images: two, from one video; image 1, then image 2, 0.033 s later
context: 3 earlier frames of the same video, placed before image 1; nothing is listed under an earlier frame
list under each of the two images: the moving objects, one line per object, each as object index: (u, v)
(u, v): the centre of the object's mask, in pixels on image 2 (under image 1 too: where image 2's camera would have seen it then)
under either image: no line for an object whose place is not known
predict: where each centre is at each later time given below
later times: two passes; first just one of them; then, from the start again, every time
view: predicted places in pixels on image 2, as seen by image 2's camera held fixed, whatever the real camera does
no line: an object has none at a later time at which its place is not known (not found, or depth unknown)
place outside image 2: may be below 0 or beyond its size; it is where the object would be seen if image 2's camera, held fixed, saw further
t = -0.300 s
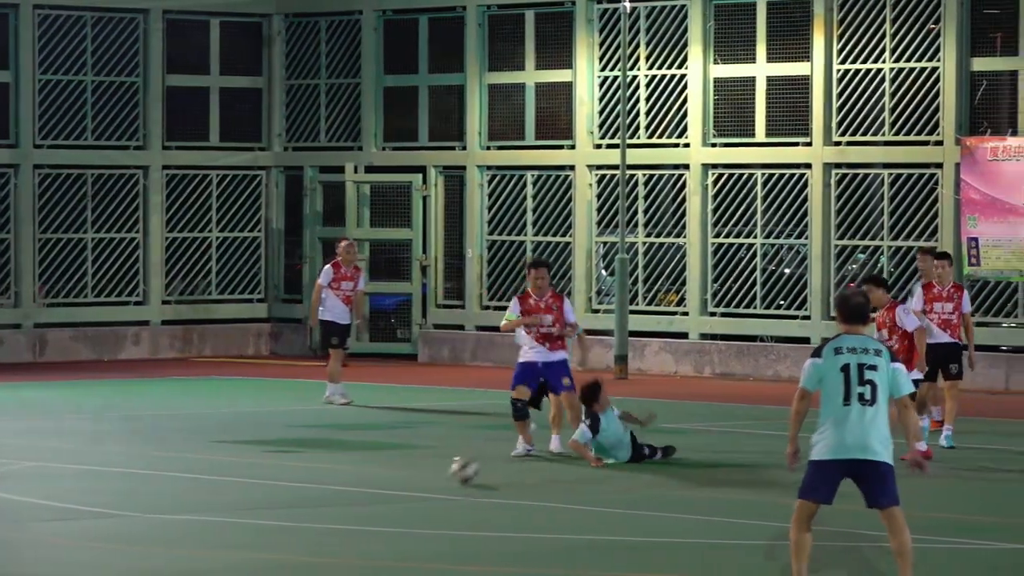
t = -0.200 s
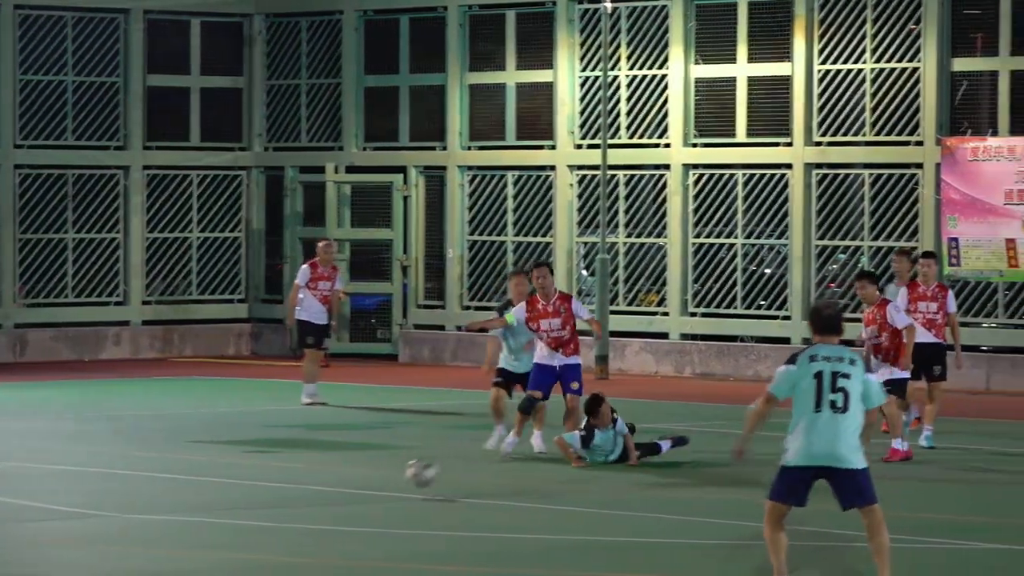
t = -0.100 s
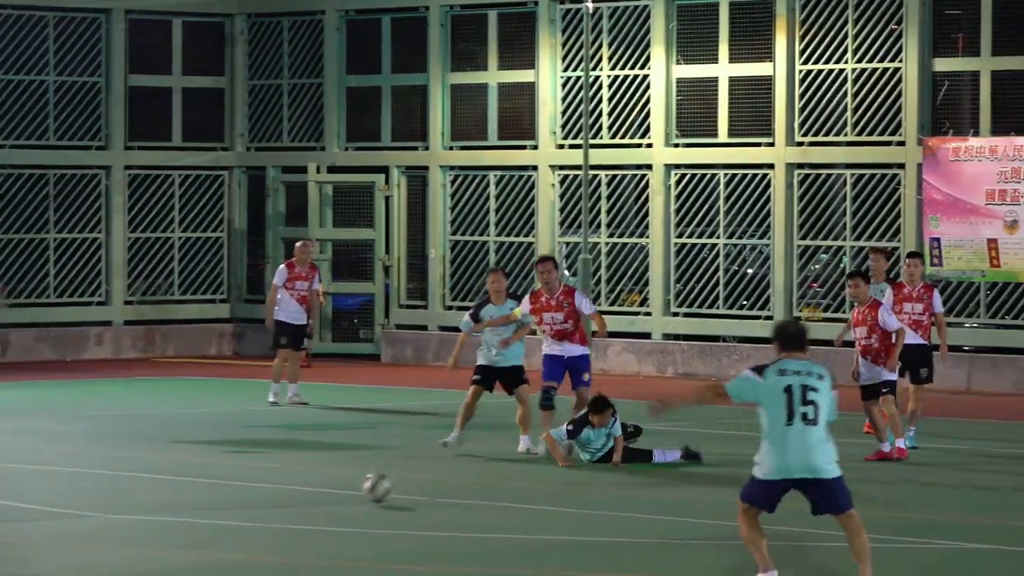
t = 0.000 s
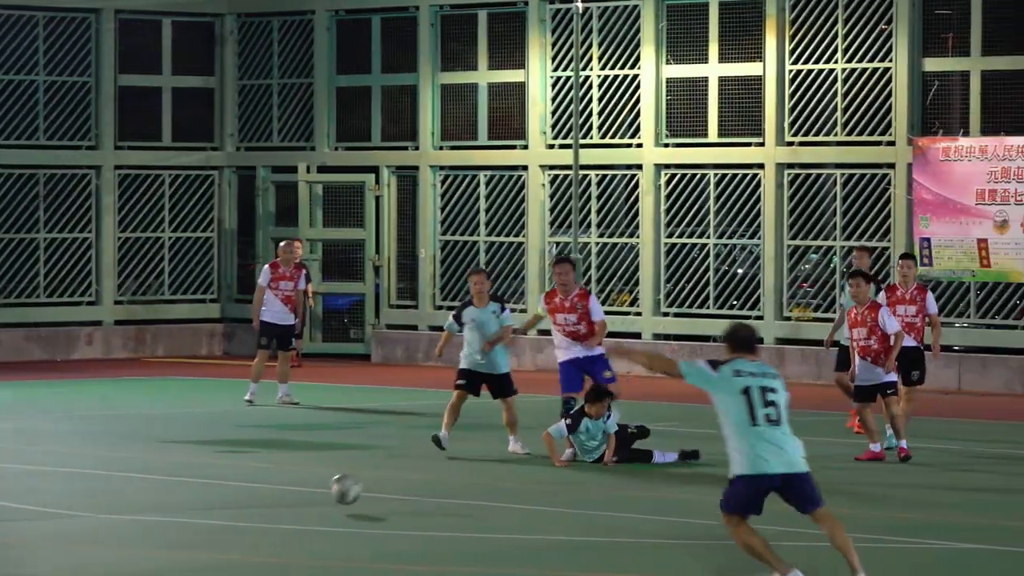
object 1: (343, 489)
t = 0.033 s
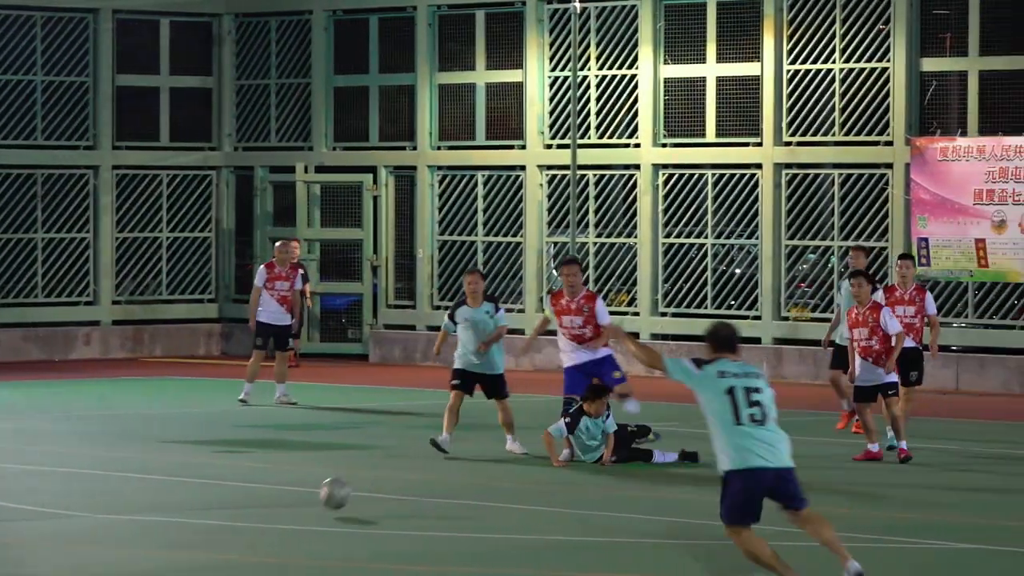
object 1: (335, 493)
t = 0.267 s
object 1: (276, 515)
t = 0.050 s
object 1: (331, 497)
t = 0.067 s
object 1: (326, 500)
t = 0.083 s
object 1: (321, 504)
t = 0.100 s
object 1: (318, 504)
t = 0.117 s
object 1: (314, 504)
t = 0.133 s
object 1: (310, 503)
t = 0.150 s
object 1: (305, 502)
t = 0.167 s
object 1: (301, 503)
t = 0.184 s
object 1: (297, 504)
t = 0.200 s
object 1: (293, 504)
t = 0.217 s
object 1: (287, 506)
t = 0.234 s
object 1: (284, 509)
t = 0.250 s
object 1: (280, 512)
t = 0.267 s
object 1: (276, 515)
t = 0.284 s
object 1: (275, 518)
